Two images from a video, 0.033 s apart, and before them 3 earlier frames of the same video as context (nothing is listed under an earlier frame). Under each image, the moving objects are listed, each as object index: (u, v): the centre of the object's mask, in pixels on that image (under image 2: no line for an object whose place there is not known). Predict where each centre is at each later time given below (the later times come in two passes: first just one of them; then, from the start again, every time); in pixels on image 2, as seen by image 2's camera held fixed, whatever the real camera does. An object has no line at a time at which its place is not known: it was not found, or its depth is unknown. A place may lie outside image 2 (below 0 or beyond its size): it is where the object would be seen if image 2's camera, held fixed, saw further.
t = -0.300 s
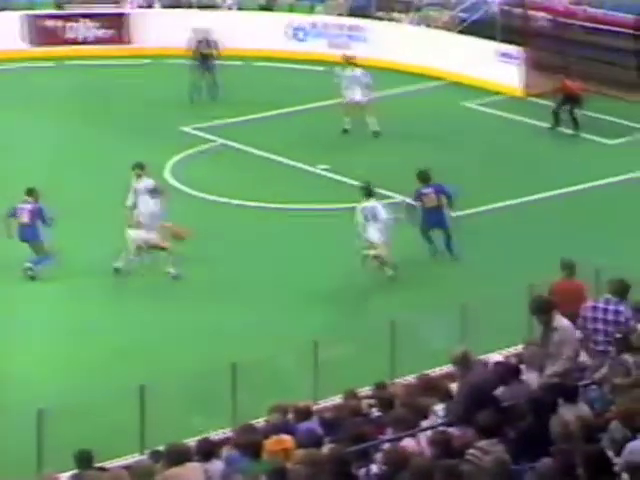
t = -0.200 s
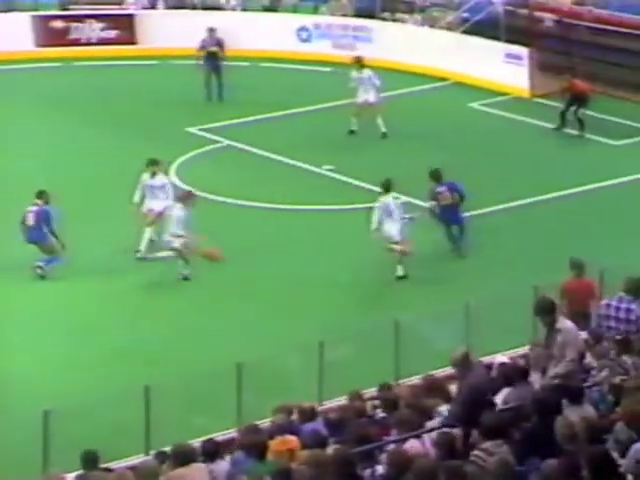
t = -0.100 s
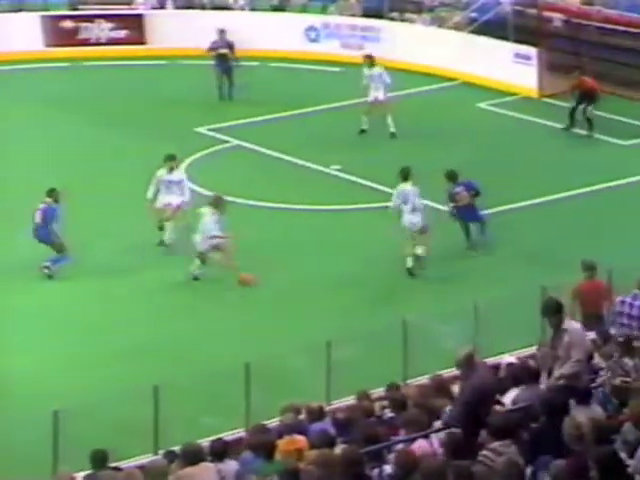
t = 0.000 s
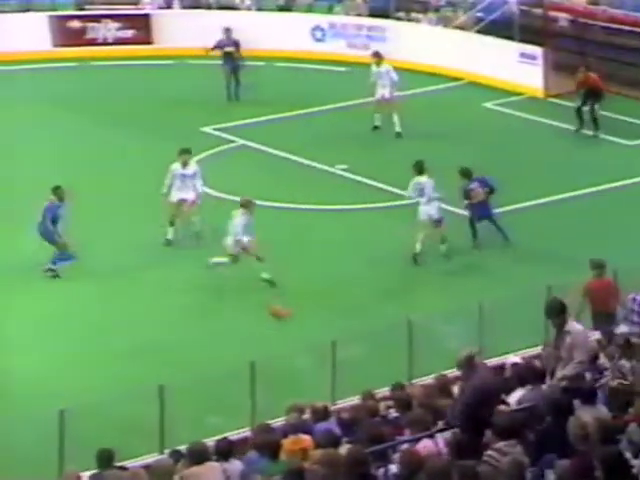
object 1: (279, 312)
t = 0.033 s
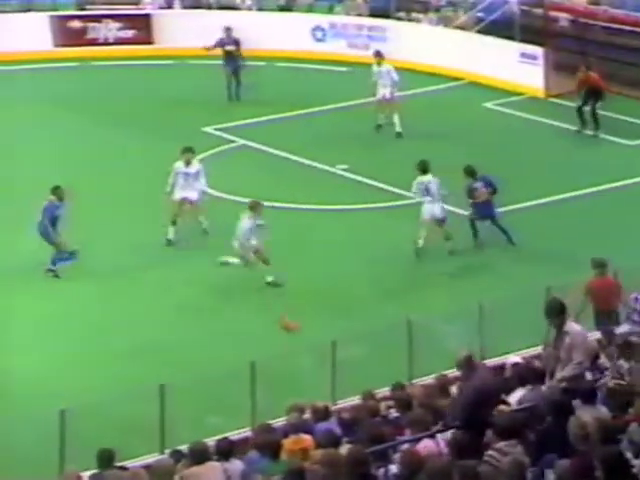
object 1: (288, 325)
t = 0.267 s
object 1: (317, 327)
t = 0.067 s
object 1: (295, 336)
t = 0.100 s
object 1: (304, 350)
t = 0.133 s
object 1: (308, 346)
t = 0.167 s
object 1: (310, 339)
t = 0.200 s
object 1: (312, 334)
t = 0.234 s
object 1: (315, 330)
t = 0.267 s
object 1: (317, 327)
